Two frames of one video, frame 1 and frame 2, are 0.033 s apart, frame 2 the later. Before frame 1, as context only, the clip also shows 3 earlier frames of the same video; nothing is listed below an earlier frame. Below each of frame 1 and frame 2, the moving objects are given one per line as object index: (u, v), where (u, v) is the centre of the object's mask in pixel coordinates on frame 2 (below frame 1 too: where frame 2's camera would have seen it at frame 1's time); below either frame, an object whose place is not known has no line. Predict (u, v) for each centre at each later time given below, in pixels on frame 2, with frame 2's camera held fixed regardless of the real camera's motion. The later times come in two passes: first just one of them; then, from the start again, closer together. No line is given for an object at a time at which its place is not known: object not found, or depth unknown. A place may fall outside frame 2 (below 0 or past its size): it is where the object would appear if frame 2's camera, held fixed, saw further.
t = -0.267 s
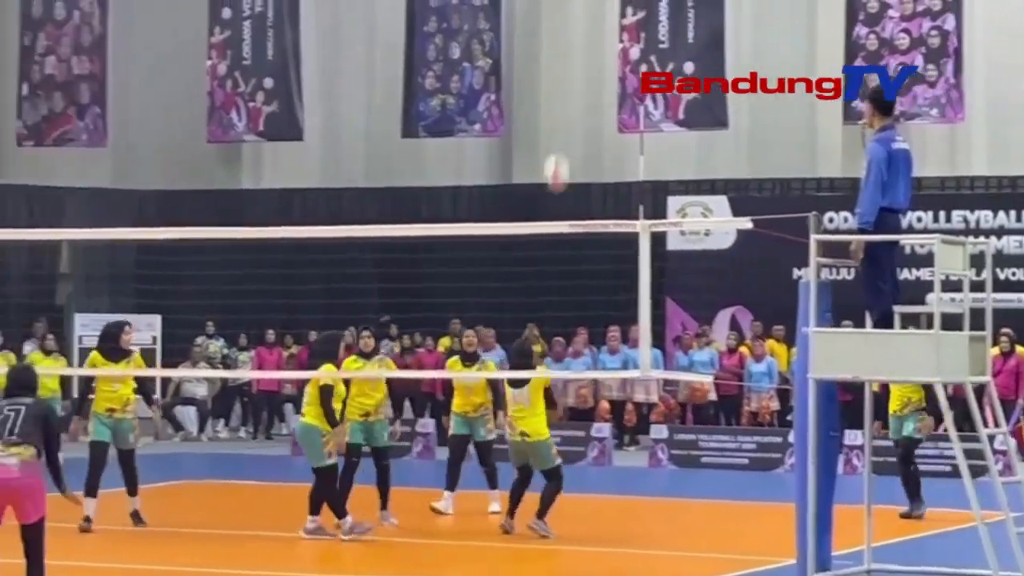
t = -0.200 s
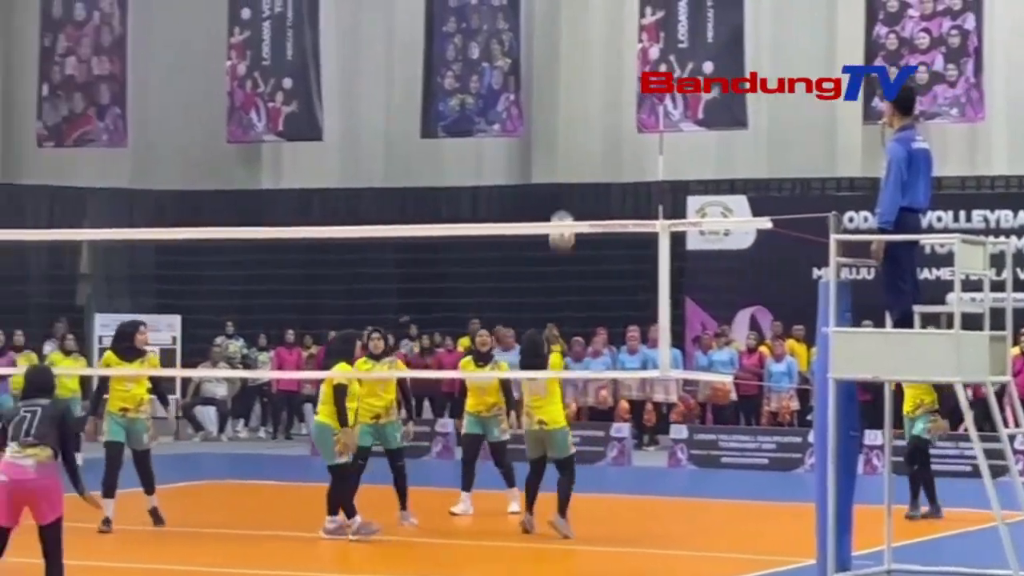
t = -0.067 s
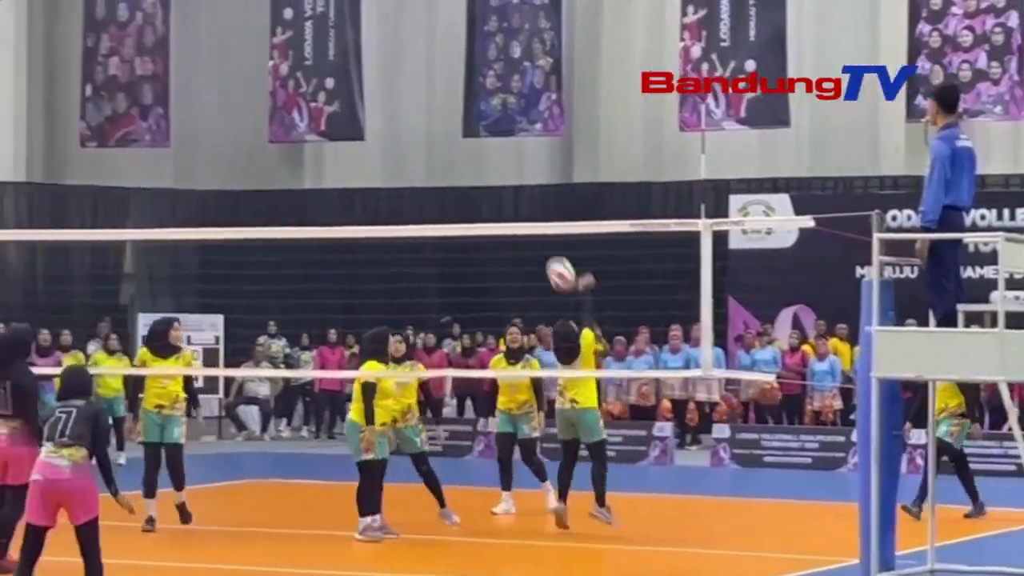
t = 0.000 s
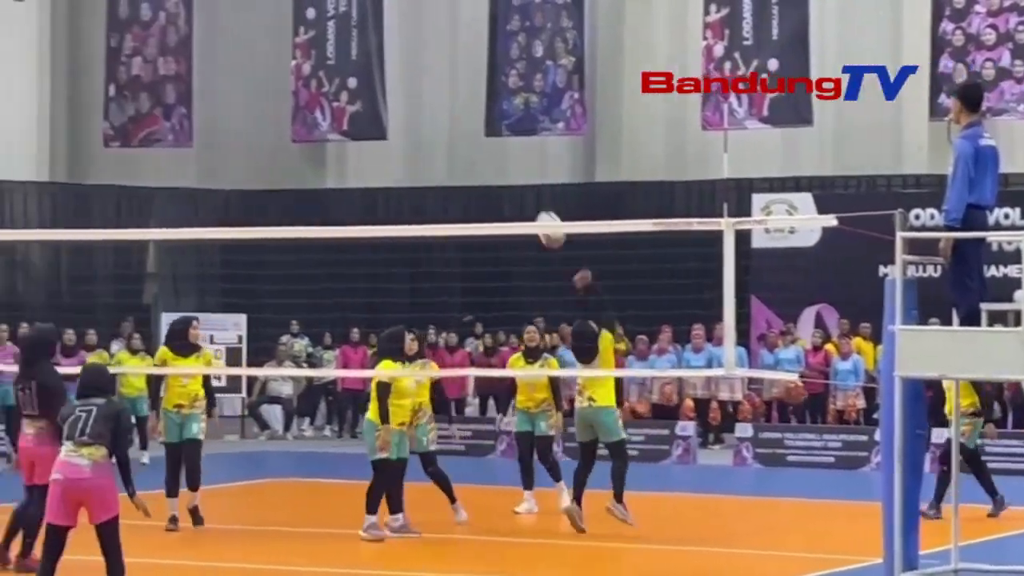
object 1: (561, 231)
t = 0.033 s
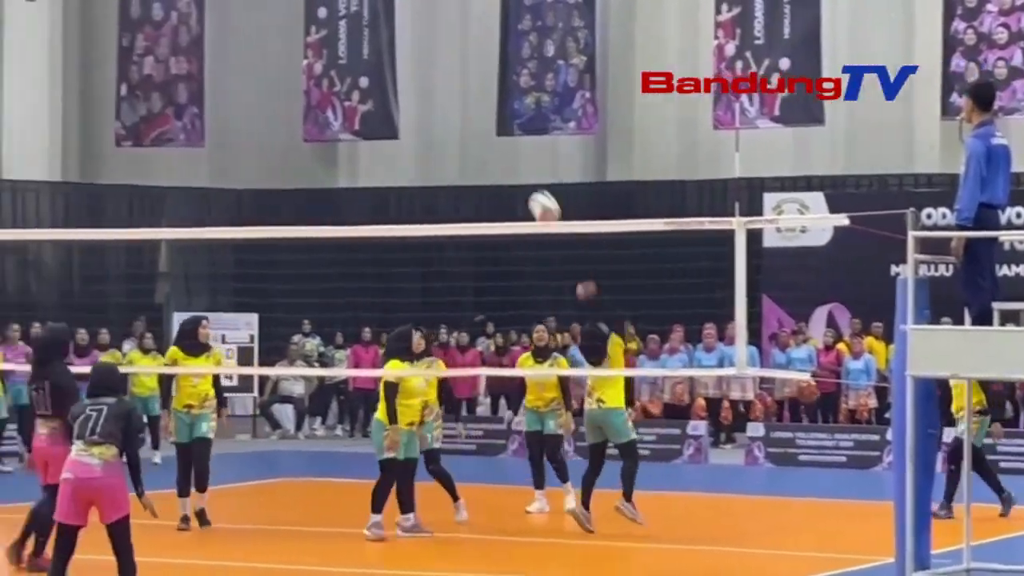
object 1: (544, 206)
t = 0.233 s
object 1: (438, 112)
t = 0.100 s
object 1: (509, 171)
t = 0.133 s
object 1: (491, 153)
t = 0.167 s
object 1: (474, 139)
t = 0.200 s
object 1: (457, 124)
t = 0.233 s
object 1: (438, 112)
